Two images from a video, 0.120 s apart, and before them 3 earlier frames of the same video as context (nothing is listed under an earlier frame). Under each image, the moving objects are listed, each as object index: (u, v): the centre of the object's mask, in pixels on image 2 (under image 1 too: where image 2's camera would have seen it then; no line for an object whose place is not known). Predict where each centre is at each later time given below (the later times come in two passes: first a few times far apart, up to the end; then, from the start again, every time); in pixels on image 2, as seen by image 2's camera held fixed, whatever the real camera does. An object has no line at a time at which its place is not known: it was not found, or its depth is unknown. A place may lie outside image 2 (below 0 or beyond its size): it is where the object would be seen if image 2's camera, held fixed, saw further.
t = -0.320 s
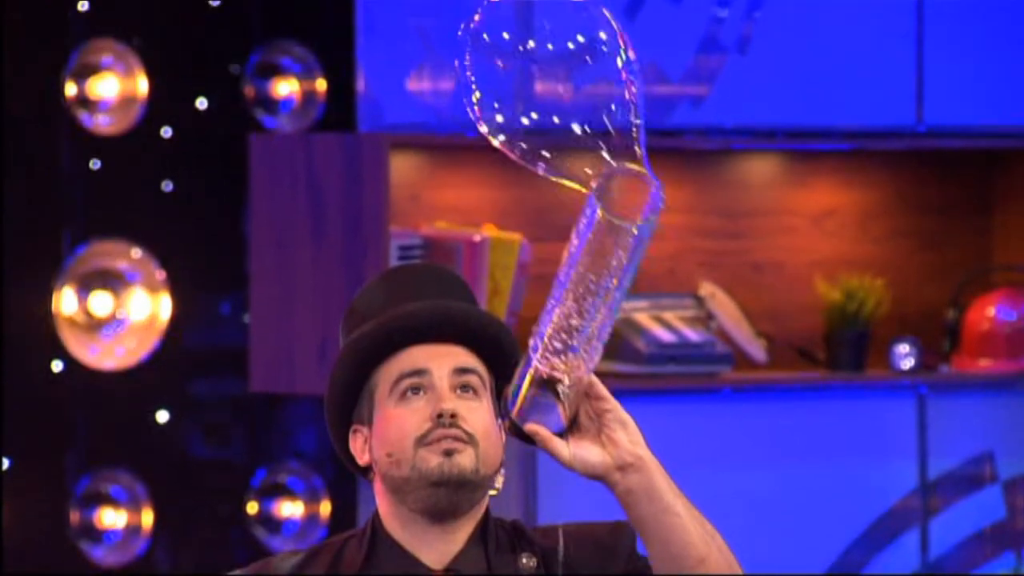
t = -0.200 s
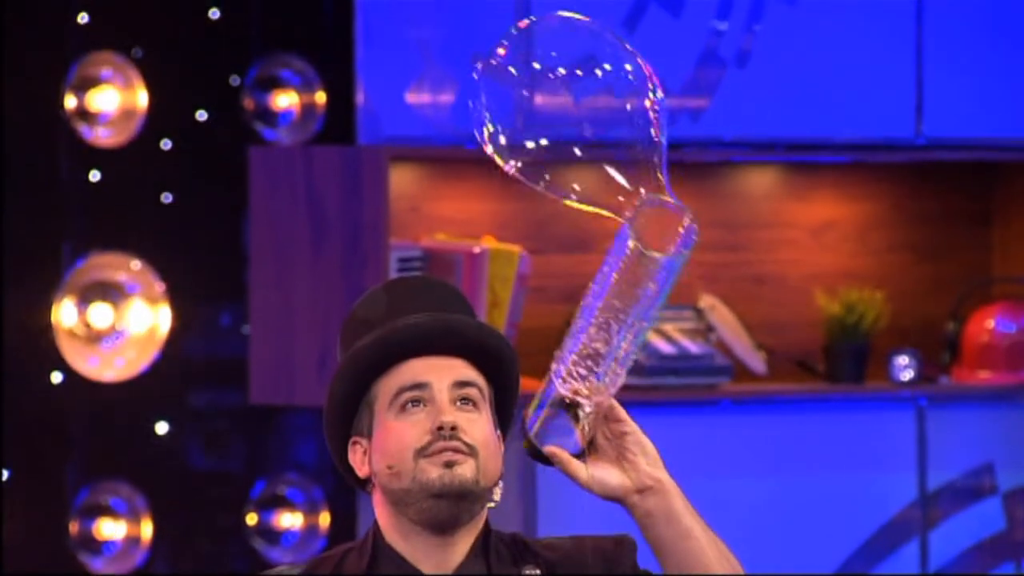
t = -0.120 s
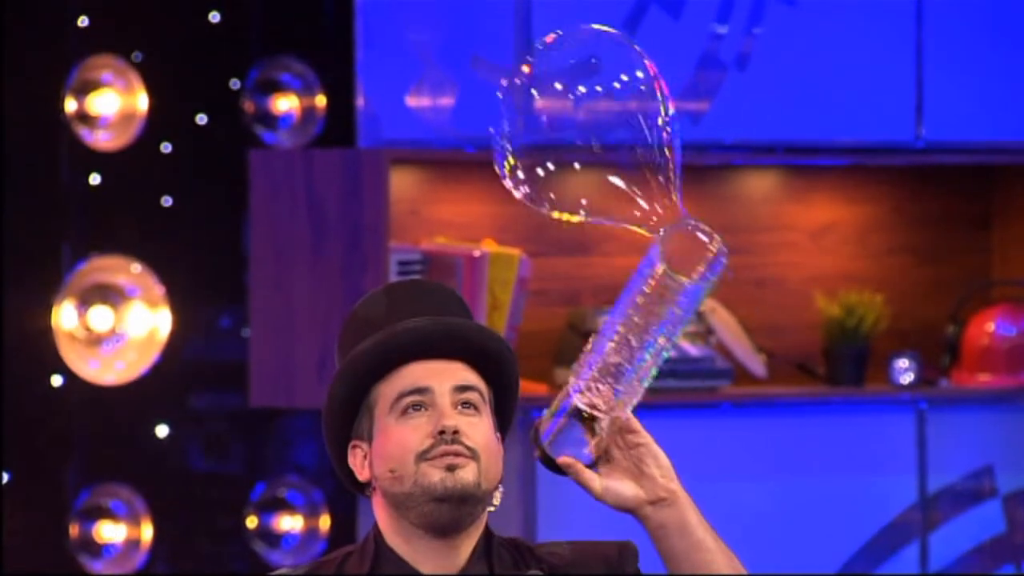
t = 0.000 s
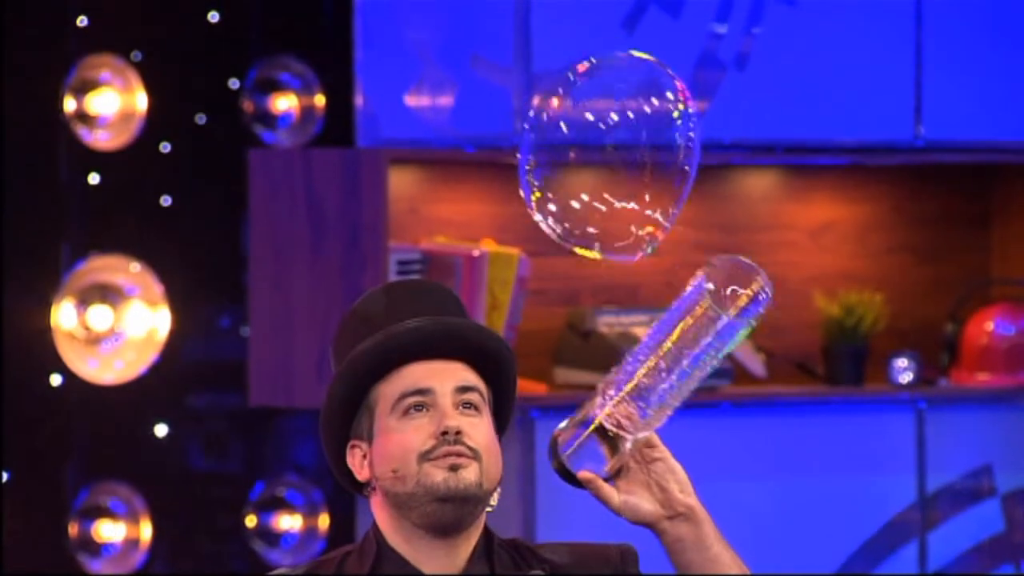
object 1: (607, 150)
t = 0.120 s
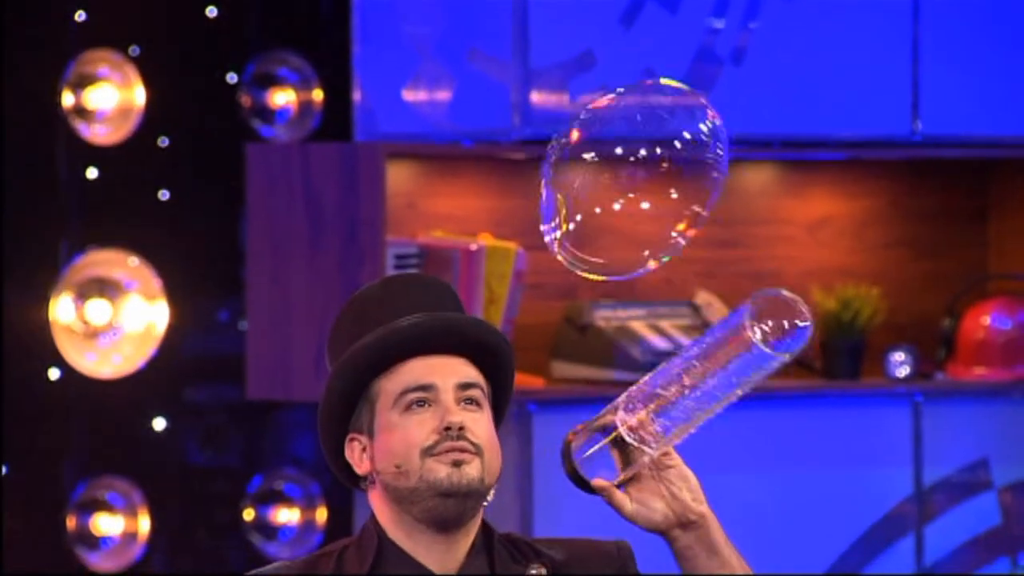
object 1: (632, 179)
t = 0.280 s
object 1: (660, 213)
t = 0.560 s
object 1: (715, 283)
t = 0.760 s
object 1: (749, 330)
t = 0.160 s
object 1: (639, 187)
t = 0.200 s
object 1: (645, 196)
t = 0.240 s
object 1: (653, 205)
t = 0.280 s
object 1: (660, 213)
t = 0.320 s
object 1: (669, 222)
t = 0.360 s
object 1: (678, 231)
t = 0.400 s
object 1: (687, 240)
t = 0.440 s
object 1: (695, 250)
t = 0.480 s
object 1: (702, 261)
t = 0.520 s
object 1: (708, 272)
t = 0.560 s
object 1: (715, 283)
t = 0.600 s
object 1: (721, 292)
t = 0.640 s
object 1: (728, 301)
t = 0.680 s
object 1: (735, 310)
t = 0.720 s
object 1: (743, 319)
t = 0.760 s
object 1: (749, 330)
